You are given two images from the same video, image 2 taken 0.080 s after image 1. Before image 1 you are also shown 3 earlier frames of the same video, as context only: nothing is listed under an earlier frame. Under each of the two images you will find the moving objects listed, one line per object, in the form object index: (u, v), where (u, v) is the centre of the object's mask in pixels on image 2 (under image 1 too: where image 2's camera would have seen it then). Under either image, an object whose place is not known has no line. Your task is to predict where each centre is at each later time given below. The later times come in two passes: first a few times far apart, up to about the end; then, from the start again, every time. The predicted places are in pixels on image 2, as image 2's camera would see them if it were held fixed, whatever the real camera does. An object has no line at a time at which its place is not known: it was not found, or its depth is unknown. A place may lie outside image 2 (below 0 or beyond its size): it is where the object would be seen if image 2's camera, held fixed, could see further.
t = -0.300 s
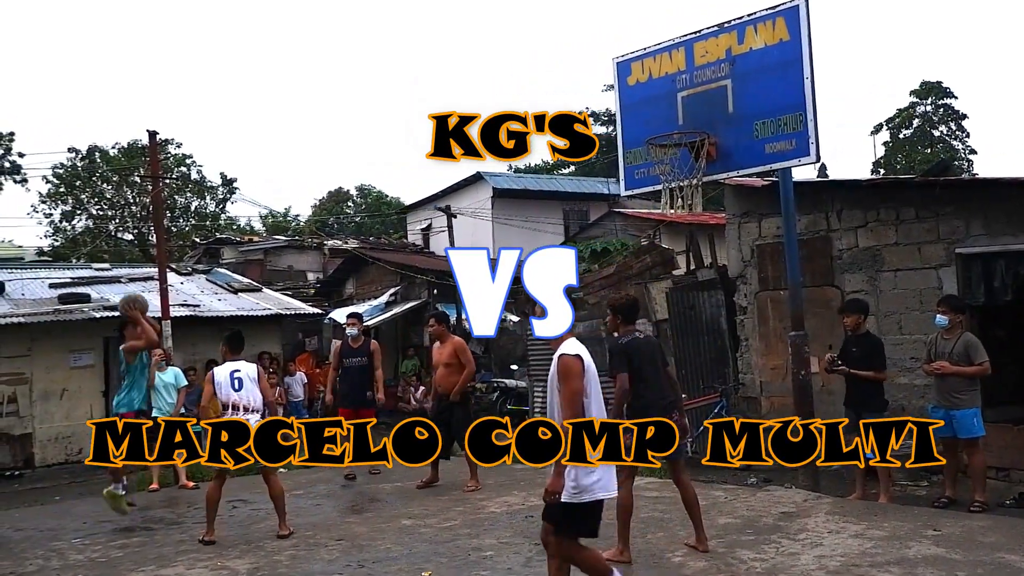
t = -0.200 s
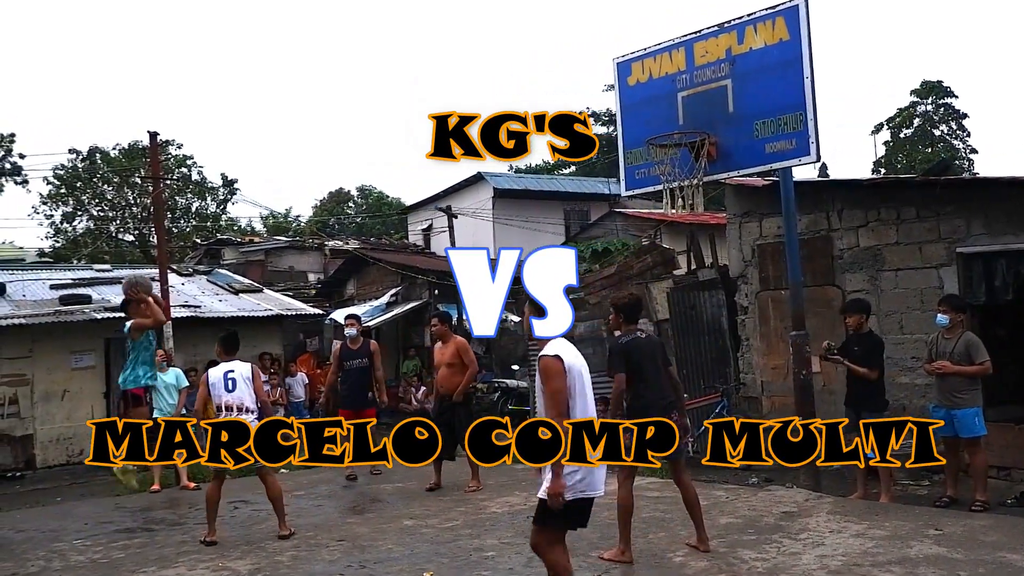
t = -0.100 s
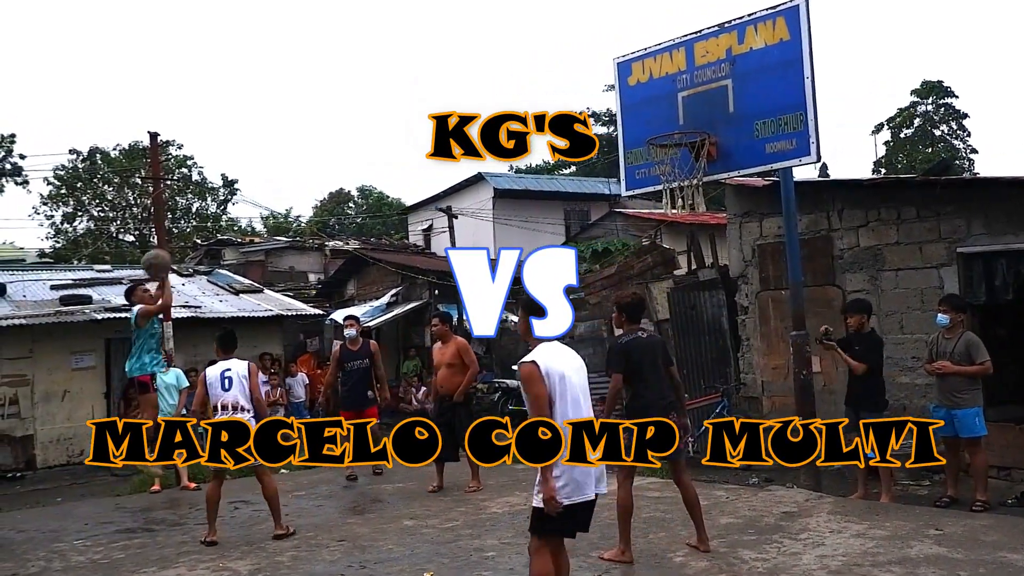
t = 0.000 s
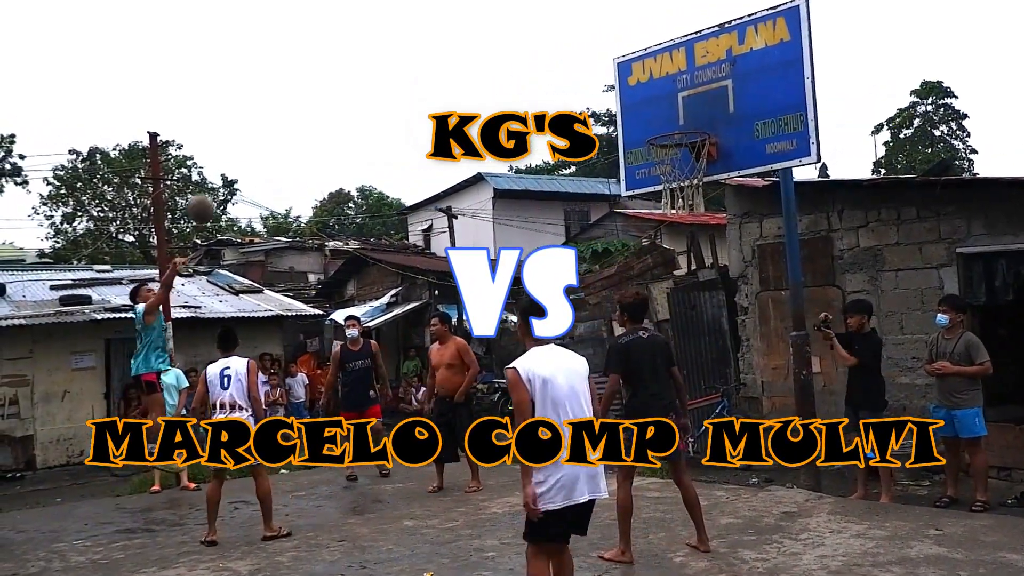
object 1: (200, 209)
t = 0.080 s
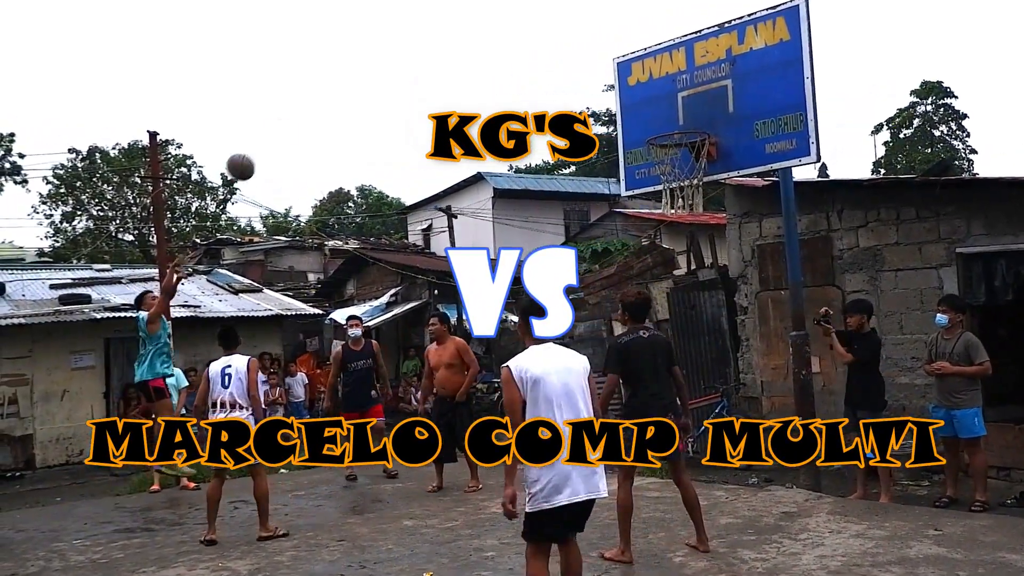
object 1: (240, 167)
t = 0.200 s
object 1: (301, 119)
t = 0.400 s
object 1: (405, 74)
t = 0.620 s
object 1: (525, 76)
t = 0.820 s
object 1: (639, 128)
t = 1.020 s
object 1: (652, 106)
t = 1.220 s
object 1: (628, 108)
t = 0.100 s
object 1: (251, 158)
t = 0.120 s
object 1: (261, 149)
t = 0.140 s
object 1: (271, 141)
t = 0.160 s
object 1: (281, 133)
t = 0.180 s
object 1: (291, 126)
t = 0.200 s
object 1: (301, 119)
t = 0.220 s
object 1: (311, 112)
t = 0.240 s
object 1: (322, 106)
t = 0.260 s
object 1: (332, 101)
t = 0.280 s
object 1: (342, 96)
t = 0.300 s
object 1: (353, 91)
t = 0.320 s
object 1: (363, 87)
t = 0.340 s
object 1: (374, 83)
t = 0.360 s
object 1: (384, 80)
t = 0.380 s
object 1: (395, 77)
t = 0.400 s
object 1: (405, 74)
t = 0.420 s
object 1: (416, 72)
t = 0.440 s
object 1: (427, 70)
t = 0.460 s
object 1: (437, 69)
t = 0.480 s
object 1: (448, 68)
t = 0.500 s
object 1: (459, 68)
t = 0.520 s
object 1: (470, 68)
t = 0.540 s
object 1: (481, 69)
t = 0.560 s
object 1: (492, 70)
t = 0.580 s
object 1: (503, 71)
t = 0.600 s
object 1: (514, 74)
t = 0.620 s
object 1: (525, 76)
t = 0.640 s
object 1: (536, 79)
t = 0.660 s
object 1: (548, 83)
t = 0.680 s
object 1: (559, 86)
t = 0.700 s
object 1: (570, 91)
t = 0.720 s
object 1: (582, 96)
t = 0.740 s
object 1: (593, 101)
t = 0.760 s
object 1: (604, 108)
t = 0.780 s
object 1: (617, 114)
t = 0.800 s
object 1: (627, 121)
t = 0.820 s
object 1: (639, 128)
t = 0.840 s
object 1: (648, 133)
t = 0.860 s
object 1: (649, 129)
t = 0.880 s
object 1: (649, 124)
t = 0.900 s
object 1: (650, 121)
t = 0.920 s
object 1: (650, 117)
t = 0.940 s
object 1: (650, 114)
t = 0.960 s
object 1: (650, 112)
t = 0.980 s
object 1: (651, 110)
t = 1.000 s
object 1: (651, 108)
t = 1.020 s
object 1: (652, 106)
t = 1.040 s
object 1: (652, 106)
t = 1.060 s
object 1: (652, 106)
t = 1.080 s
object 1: (650, 104)
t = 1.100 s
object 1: (646, 104)
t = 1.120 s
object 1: (643, 103)
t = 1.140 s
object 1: (640, 103)
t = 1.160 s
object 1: (637, 104)
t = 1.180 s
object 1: (634, 105)
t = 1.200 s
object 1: (631, 107)
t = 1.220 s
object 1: (628, 108)
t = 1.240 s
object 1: (625, 111)
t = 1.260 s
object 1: (622, 114)
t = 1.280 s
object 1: (618, 118)
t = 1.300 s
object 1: (616, 121)
